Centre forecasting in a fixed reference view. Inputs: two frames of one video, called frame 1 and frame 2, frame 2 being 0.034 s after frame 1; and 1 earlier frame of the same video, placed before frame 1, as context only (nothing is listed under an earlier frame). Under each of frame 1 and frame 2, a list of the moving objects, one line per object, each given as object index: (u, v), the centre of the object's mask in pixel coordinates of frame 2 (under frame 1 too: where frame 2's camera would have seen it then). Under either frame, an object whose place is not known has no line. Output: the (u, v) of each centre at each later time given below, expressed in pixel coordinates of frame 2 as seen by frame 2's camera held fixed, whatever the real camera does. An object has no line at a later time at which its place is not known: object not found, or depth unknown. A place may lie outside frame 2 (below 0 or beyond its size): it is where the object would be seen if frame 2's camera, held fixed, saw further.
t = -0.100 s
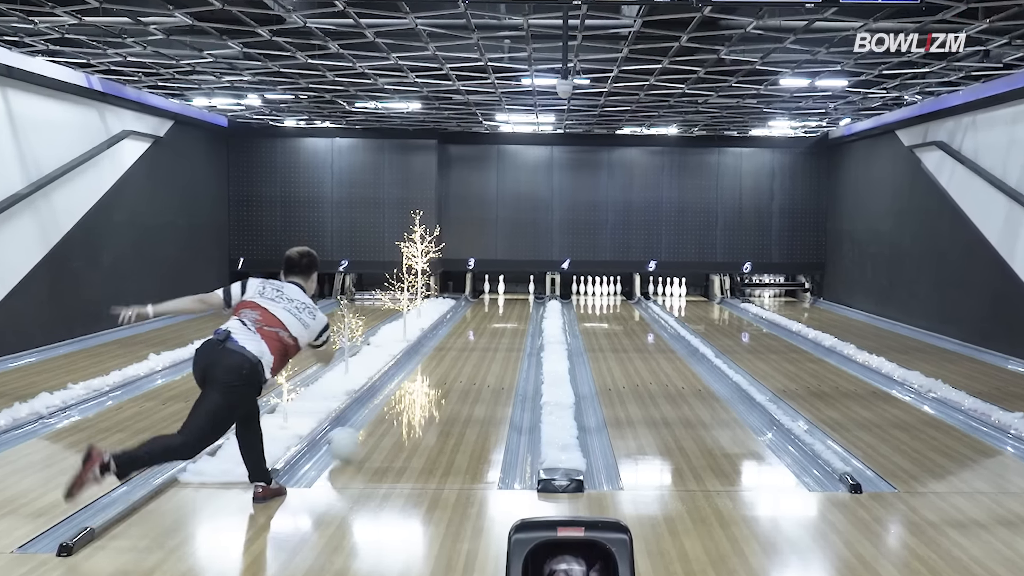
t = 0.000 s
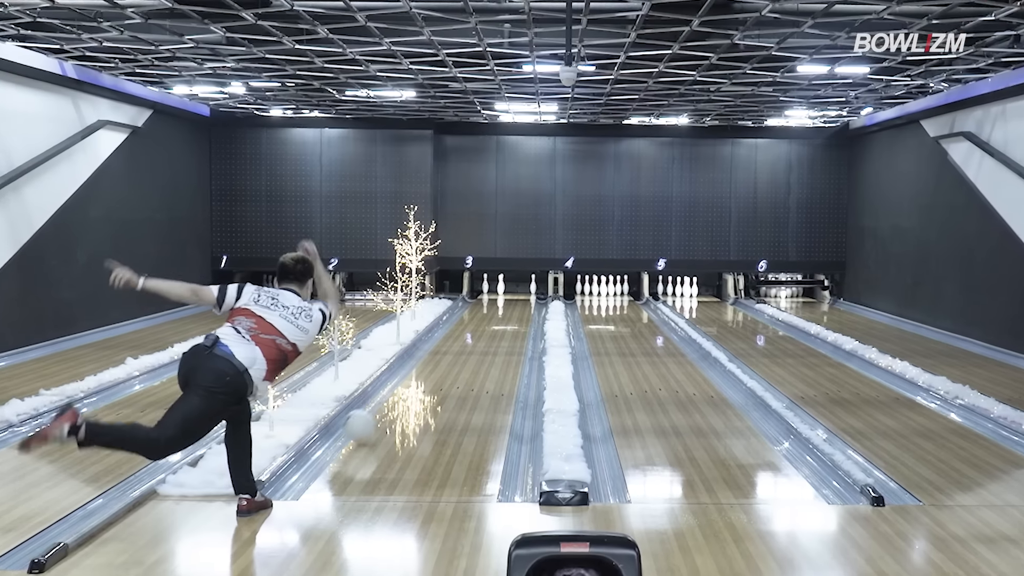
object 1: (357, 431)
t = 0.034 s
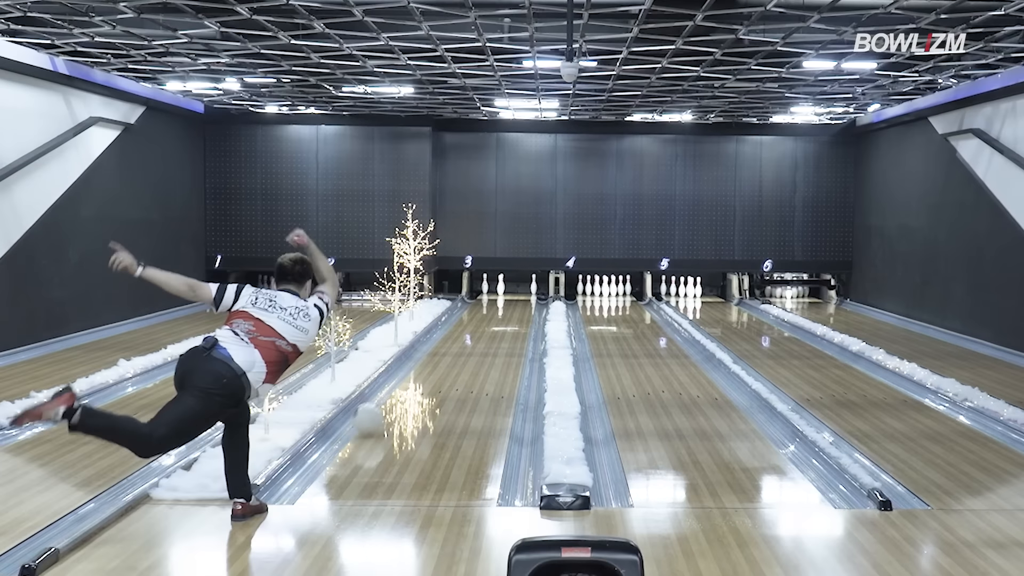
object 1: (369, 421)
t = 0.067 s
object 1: (377, 409)
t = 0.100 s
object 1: (386, 400)
